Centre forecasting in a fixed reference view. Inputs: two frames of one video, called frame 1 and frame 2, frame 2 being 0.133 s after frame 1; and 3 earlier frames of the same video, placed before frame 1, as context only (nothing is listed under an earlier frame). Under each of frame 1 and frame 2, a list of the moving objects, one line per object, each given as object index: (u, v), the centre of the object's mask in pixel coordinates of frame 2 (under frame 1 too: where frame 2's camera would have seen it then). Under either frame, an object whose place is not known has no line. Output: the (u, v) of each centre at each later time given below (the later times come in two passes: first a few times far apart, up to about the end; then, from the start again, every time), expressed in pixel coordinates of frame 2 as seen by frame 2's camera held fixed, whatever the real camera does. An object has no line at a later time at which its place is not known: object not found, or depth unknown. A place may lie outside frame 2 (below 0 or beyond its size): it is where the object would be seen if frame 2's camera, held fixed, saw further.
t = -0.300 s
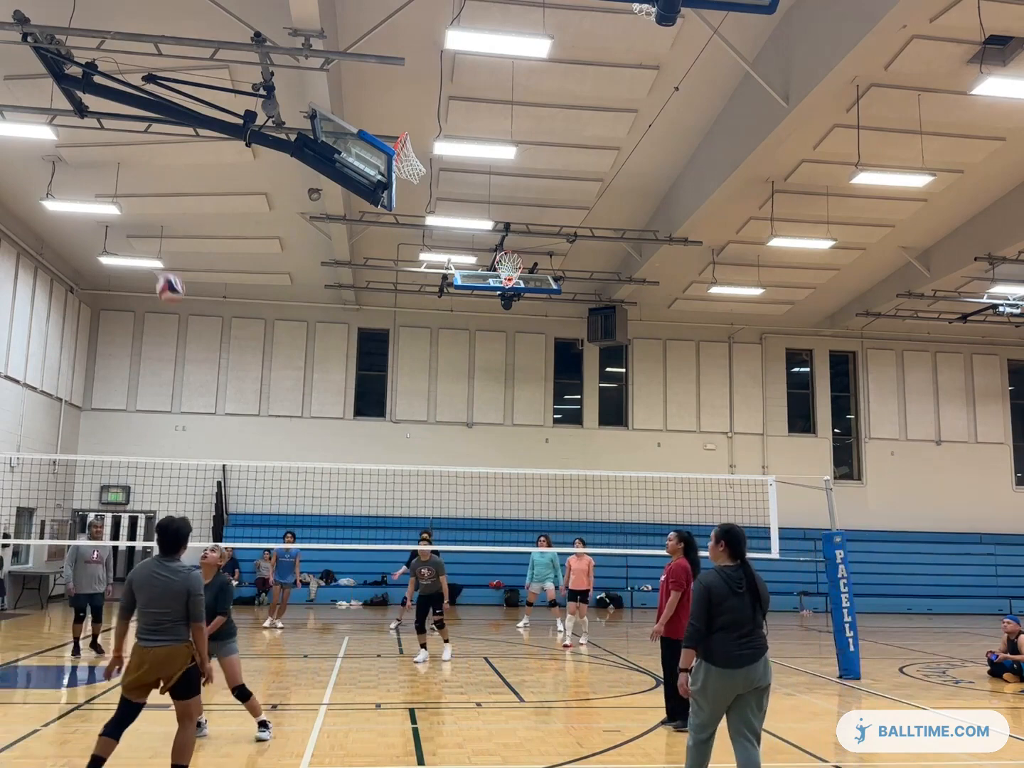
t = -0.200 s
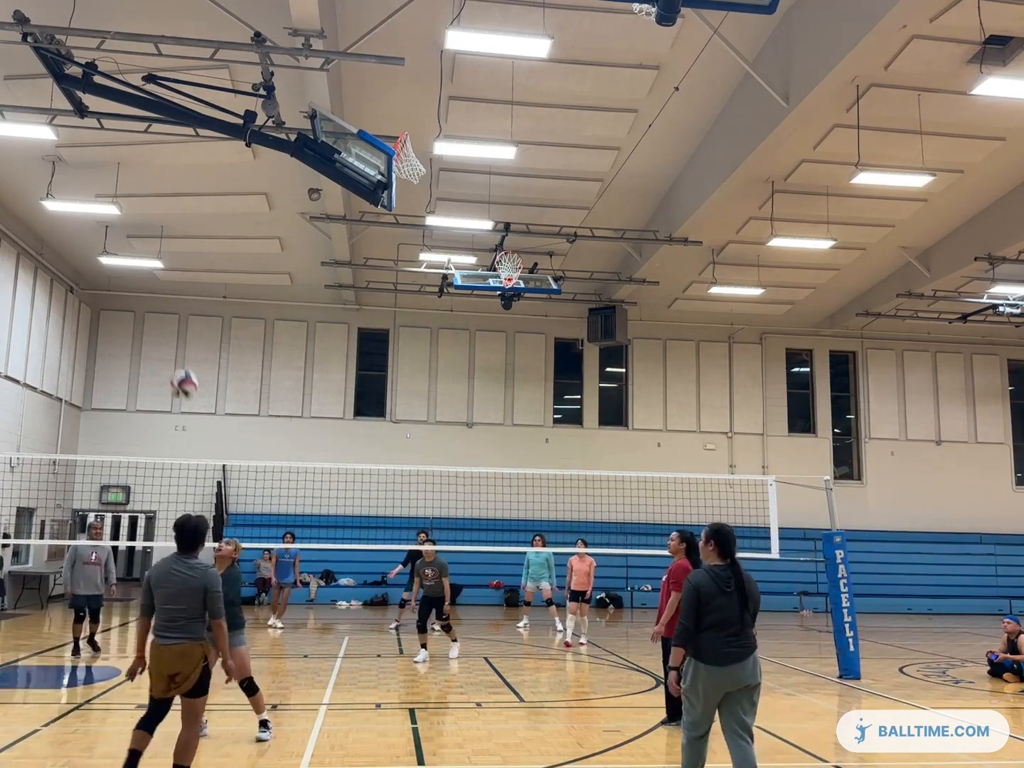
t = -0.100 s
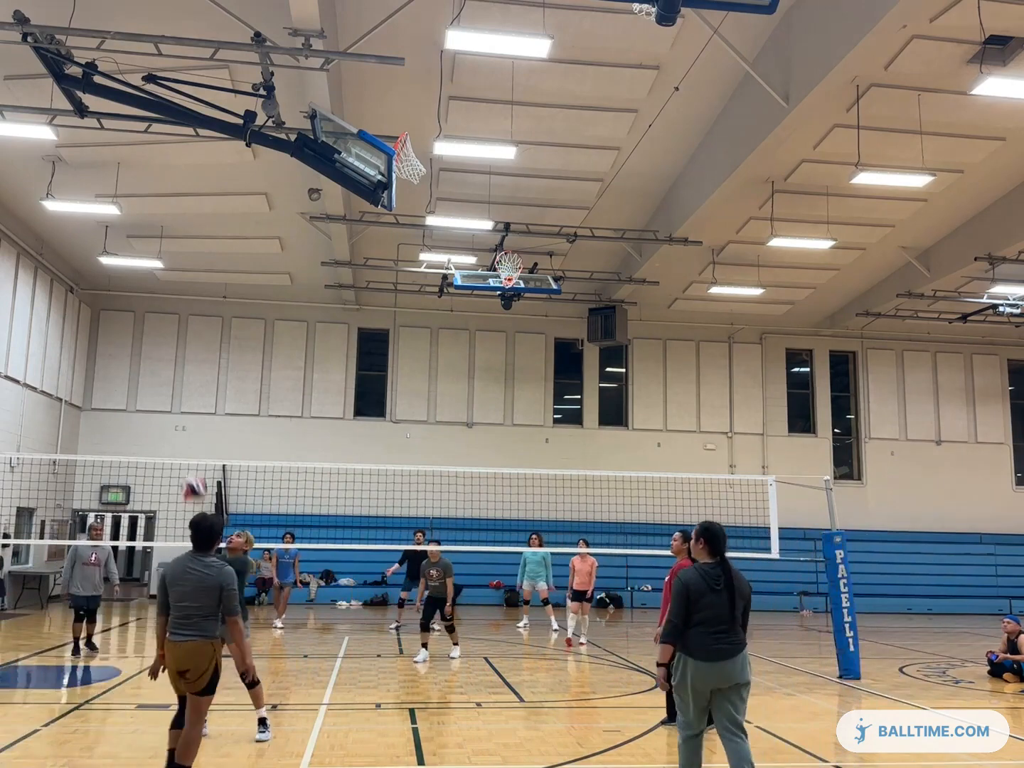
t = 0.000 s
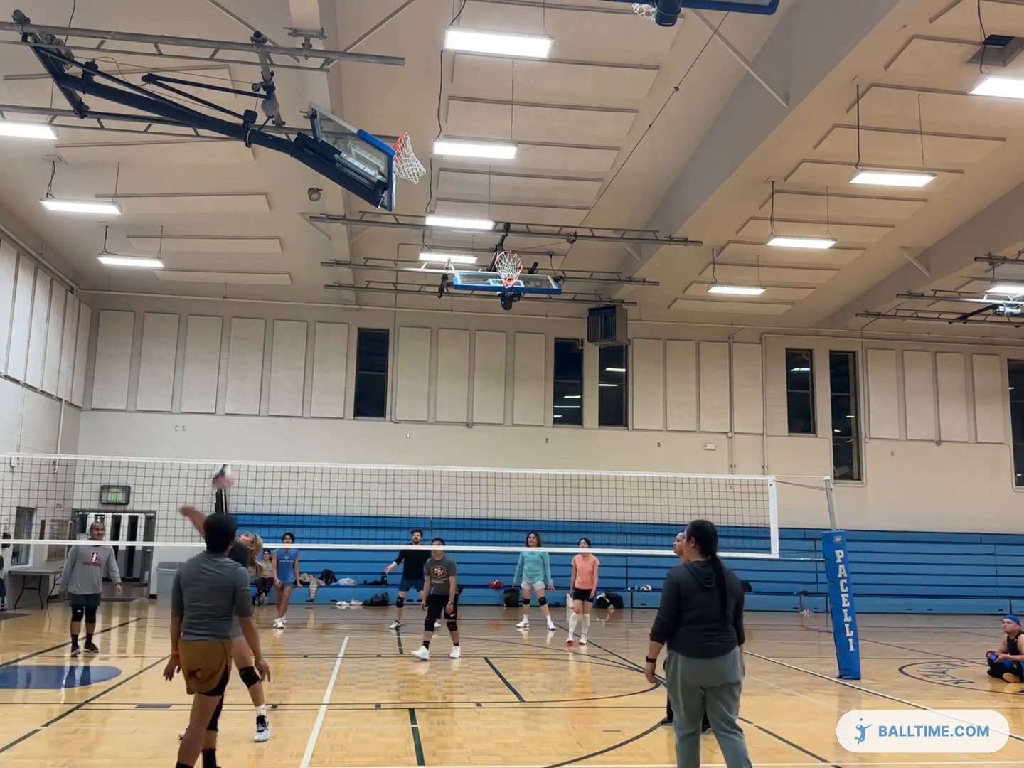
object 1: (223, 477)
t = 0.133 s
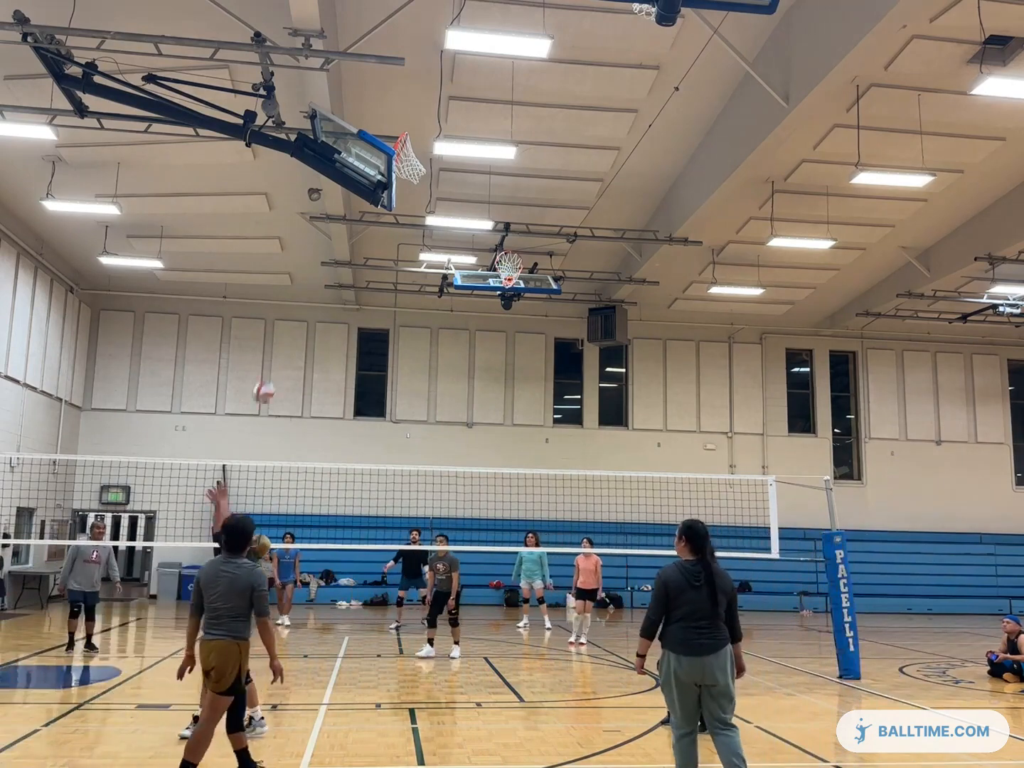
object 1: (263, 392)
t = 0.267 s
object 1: (295, 342)
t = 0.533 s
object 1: (341, 310)
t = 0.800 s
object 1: (372, 335)
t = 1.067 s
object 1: (392, 396)
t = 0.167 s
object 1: (273, 376)
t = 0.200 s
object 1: (281, 363)
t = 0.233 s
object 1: (288, 352)
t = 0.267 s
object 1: (295, 342)
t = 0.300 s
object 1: (302, 334)
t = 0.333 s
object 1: (309, 327)
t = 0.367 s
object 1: (315, 321)
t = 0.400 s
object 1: (321, 317)
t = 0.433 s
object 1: (326, 313)
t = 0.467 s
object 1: (332, 311)
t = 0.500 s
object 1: (336, 310)
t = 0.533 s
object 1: (341, 310)
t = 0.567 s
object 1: (346, 310)
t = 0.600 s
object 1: (350, 312)
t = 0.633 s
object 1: (354, 313)
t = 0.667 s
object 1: (357, 317)
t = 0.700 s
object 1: (361, 321)
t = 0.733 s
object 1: (365, 324)
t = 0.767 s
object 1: (367, 330)
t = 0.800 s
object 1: (372, 335)
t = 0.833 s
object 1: (374, 341)
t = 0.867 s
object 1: (377, 347)
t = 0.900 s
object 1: (380, 355)
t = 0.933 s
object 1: (382, 361)
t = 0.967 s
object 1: (385, 369)
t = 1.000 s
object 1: (387, 378)
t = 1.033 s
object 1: (389, 387)
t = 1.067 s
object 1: (392, 396)
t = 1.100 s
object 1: (394, 405)
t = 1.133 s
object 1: (396, 416)
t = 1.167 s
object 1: (398, 426)
